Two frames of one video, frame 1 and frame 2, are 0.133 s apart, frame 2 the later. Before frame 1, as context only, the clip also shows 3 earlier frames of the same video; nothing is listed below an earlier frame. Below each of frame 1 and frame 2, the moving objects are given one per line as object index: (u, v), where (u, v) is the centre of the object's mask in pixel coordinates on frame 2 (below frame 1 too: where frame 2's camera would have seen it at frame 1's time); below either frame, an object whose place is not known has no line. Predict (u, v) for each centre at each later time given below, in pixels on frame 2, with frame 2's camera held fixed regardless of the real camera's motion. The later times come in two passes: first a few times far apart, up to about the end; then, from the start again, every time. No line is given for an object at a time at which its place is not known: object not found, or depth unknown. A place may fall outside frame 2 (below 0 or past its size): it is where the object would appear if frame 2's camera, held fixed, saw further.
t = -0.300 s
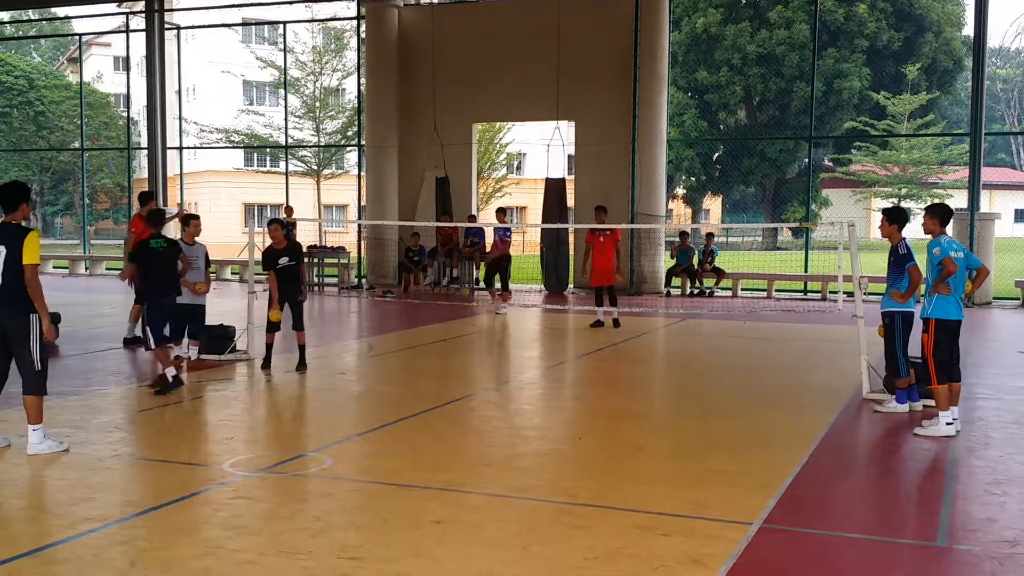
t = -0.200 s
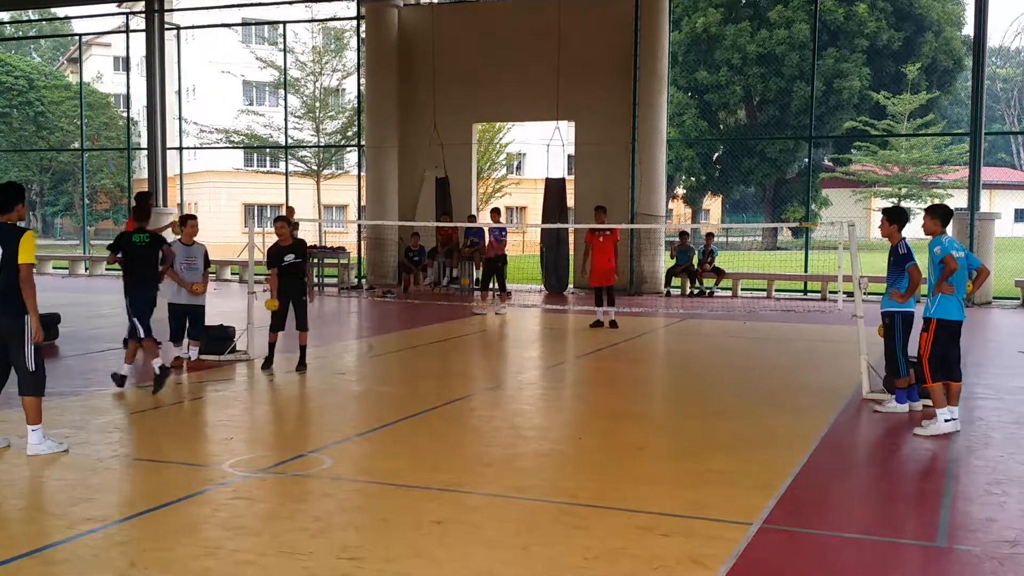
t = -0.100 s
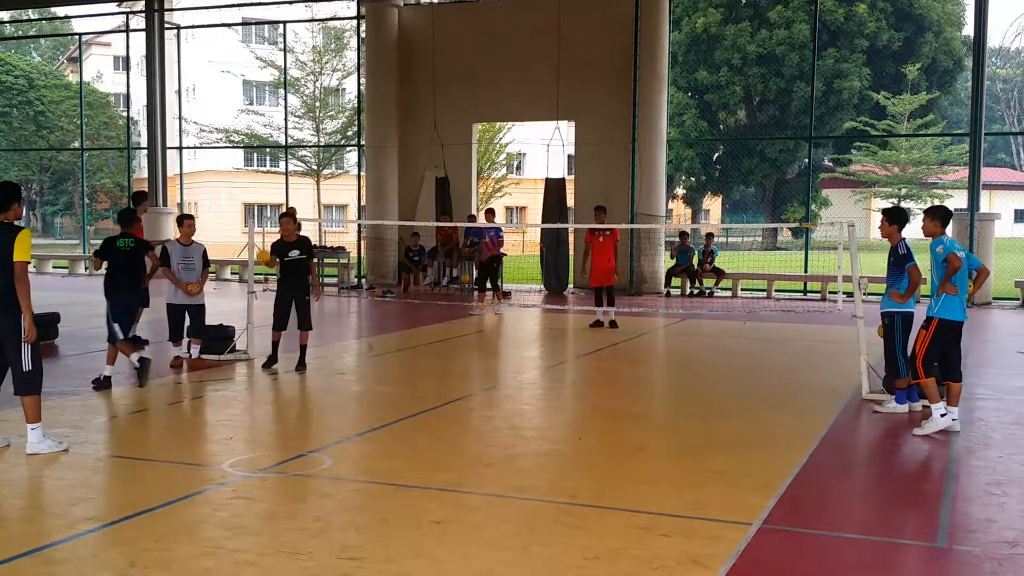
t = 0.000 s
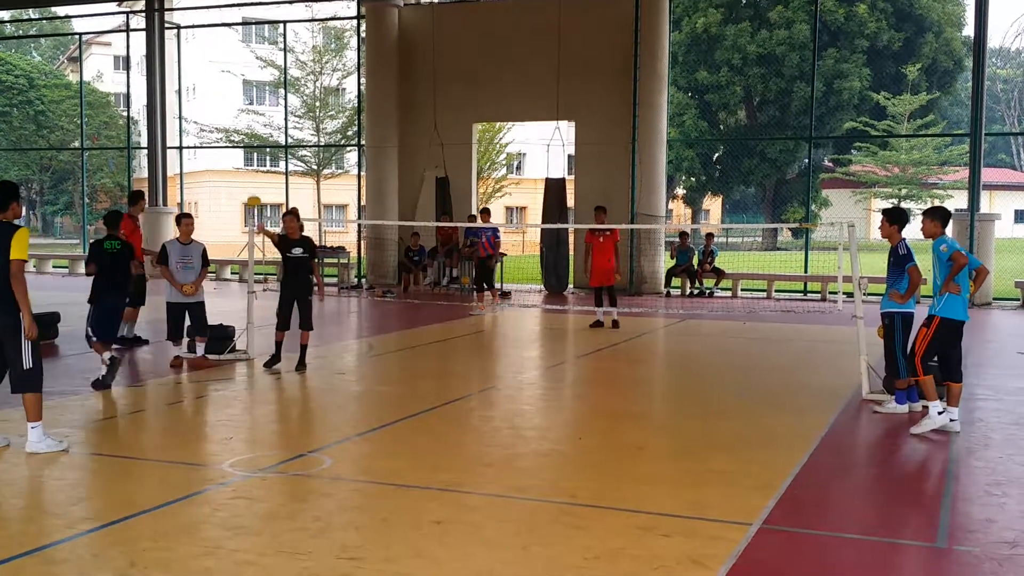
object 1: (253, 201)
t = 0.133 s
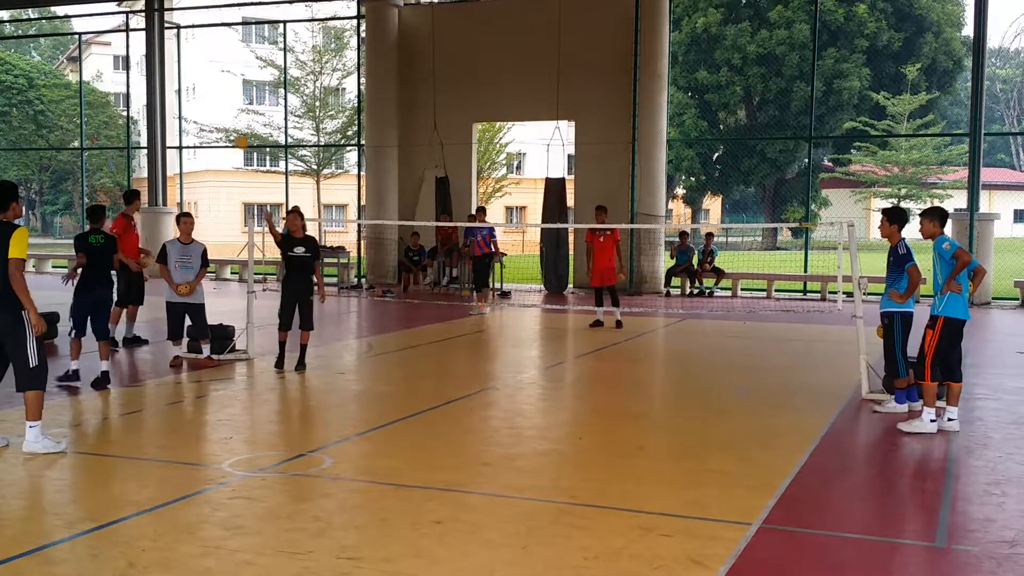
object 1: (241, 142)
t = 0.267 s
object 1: (227, 97)
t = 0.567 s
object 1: (194, 66)
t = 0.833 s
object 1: (162, 140)
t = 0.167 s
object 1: (238, 129)
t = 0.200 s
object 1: (234, 117)
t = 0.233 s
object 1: (231, 107)
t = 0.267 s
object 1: (227, 97)
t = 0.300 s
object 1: (224, 89)
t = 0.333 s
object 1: (220, 81)
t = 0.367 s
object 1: (217, 75)
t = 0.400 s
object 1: (213, 70)
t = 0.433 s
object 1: (209, 67)
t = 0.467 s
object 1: (206, 65)
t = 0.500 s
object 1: (202, 64)
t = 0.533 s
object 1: (198, 64)
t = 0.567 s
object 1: (194, 66)
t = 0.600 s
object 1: (190, 70)
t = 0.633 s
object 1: (186, 75)
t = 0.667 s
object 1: (183, 81)
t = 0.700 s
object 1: (179, 90)
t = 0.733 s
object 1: (175, 99)
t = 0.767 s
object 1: (171, 111)
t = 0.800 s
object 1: (166, 124)
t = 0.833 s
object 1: (162, 140)
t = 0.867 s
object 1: (158, 157)
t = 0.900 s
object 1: (154, 176)
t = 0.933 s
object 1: (150, 197)
